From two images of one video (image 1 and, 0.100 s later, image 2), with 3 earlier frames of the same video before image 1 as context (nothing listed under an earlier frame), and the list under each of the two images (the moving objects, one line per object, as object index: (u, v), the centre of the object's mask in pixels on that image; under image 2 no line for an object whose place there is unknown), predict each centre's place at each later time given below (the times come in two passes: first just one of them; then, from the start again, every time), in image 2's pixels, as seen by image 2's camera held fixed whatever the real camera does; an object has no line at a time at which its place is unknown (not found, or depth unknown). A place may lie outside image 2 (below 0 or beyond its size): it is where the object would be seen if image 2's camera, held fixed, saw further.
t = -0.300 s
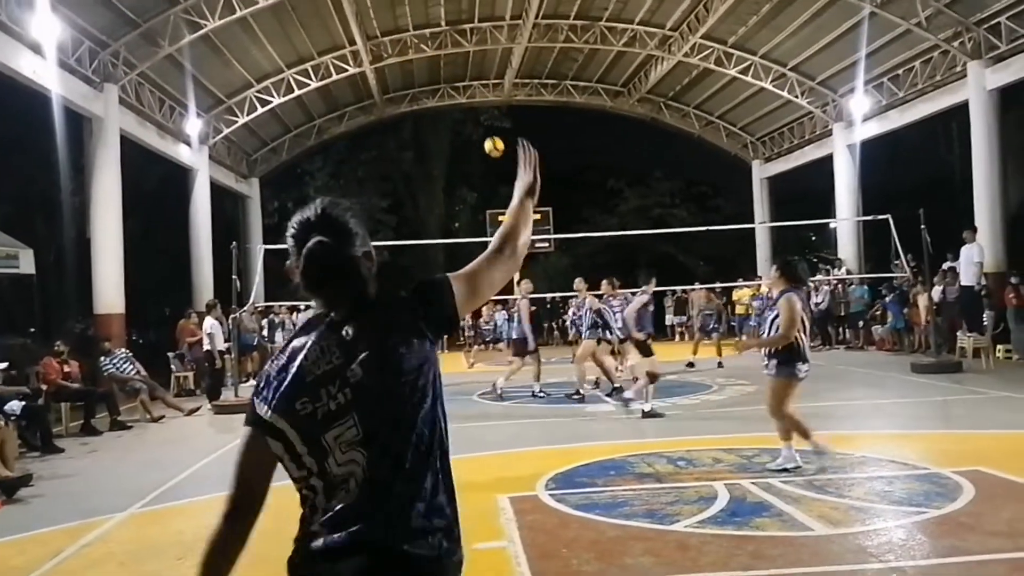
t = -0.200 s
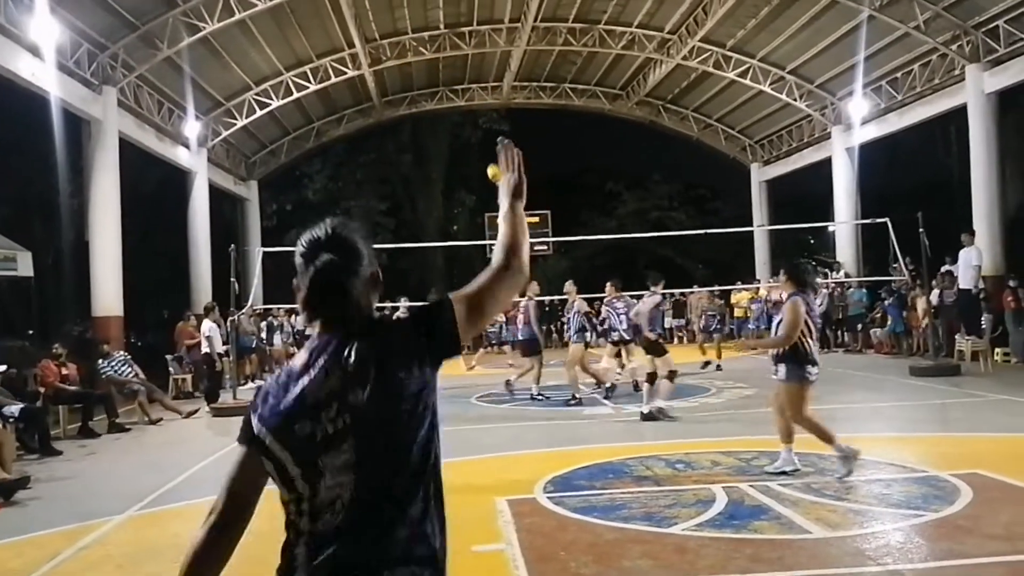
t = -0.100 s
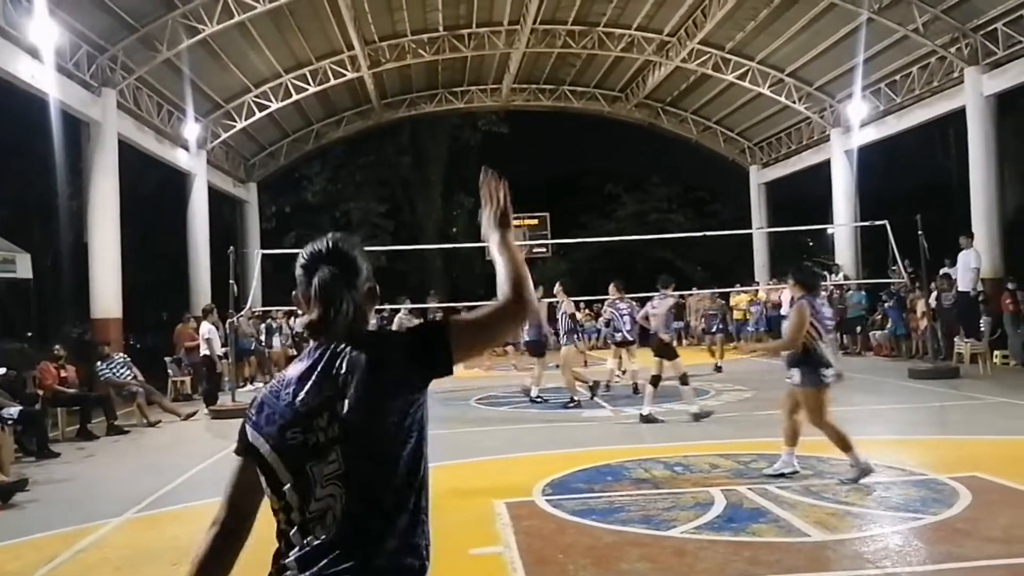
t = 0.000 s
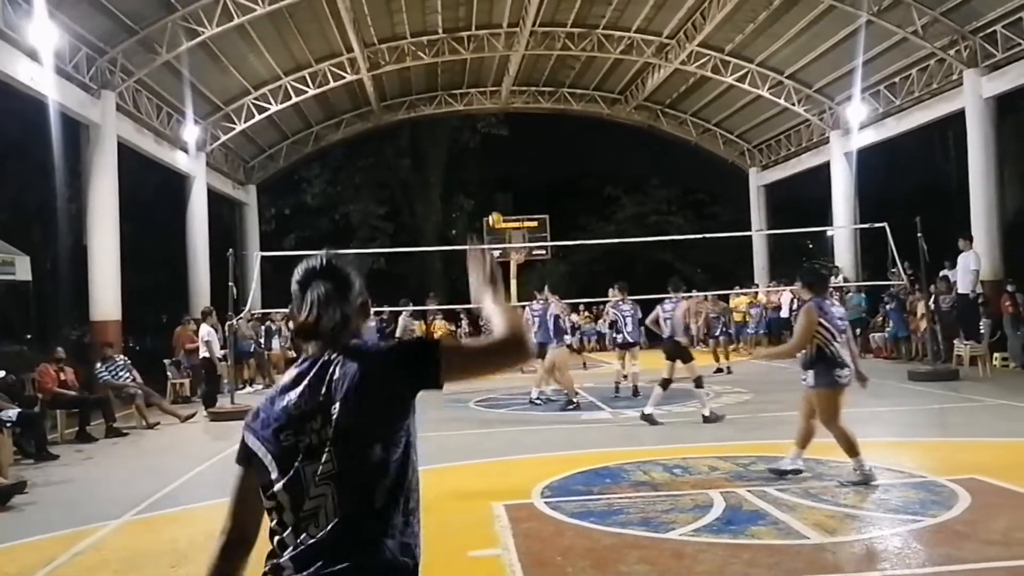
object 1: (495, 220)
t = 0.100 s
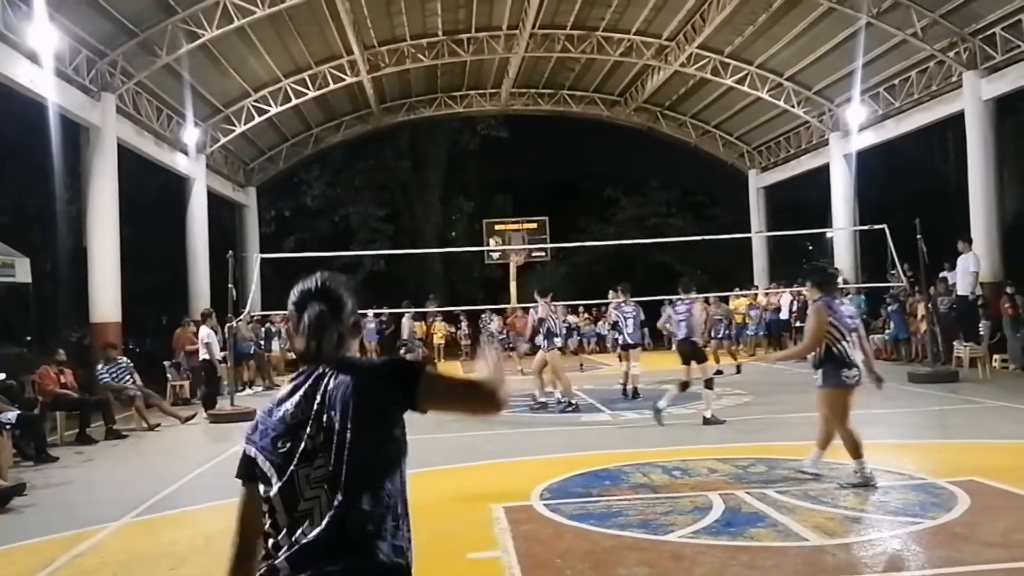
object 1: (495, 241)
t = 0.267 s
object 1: (496, 280)
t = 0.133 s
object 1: (495, 251)
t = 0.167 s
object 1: (496, 258)
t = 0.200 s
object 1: (496, 267)
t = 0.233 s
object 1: (496, 273)
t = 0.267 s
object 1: (496, 280)
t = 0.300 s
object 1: (496, 288)
